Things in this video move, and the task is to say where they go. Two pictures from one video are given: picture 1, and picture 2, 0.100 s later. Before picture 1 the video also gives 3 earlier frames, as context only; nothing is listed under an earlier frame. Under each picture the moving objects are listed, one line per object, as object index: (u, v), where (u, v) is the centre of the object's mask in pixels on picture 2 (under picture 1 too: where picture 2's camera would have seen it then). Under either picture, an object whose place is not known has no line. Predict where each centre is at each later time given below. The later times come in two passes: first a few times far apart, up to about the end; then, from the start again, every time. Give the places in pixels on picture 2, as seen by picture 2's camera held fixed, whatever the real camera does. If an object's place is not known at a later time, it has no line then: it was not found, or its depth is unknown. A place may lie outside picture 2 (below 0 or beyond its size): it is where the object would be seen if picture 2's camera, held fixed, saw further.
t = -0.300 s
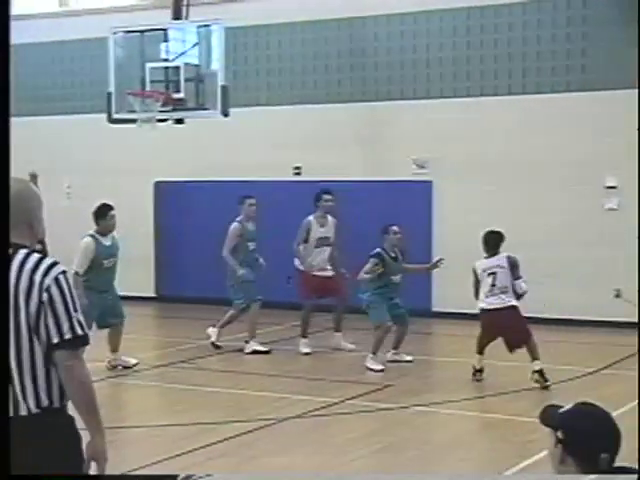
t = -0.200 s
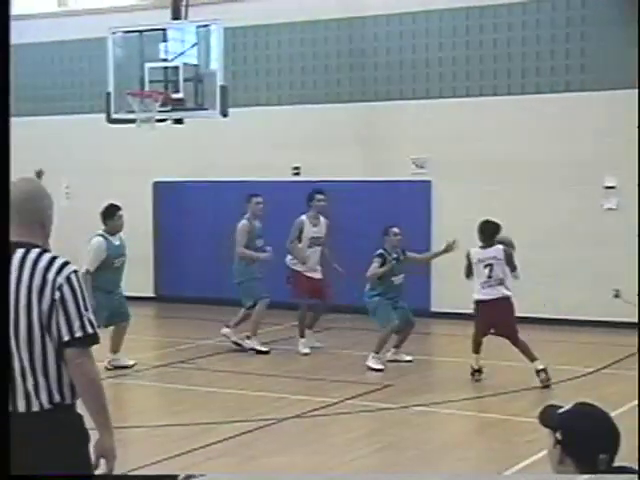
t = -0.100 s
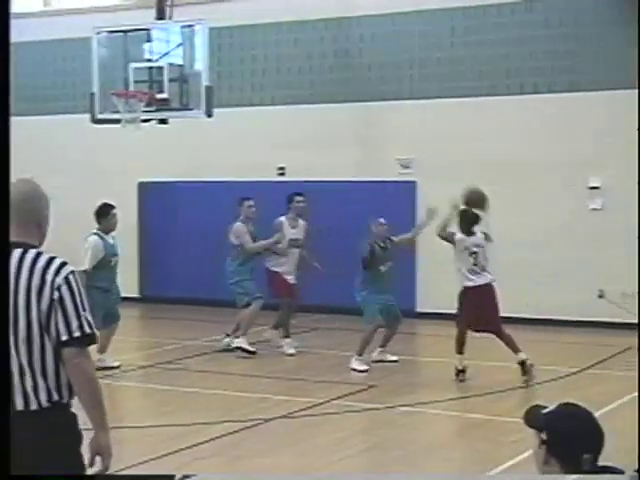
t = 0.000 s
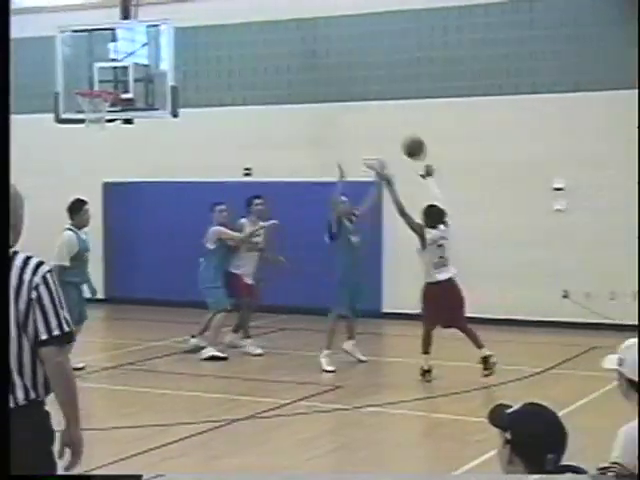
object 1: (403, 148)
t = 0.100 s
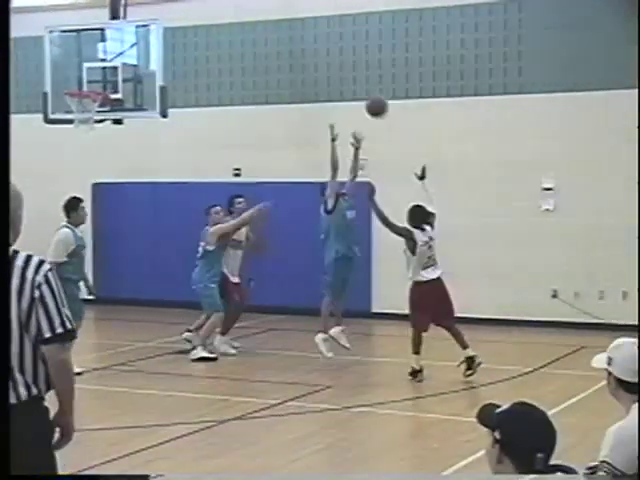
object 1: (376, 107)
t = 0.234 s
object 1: (343, 69)
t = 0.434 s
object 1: (296, 46)
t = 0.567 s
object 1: (267, 52)
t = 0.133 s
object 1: (368, 97)
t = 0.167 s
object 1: (359, 85)
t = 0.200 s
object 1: (351, 76)
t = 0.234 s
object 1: (343, 69)
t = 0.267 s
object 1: (334, 63)
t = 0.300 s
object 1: (327, 57)
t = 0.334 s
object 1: (320, 52)
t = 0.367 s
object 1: (312, 49)
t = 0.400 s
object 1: (304, 47)
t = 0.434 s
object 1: (296, 46)
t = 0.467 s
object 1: (288, 46)
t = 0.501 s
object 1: (281, 47)
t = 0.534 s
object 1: (274, 49)
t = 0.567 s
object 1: (267, 52)
